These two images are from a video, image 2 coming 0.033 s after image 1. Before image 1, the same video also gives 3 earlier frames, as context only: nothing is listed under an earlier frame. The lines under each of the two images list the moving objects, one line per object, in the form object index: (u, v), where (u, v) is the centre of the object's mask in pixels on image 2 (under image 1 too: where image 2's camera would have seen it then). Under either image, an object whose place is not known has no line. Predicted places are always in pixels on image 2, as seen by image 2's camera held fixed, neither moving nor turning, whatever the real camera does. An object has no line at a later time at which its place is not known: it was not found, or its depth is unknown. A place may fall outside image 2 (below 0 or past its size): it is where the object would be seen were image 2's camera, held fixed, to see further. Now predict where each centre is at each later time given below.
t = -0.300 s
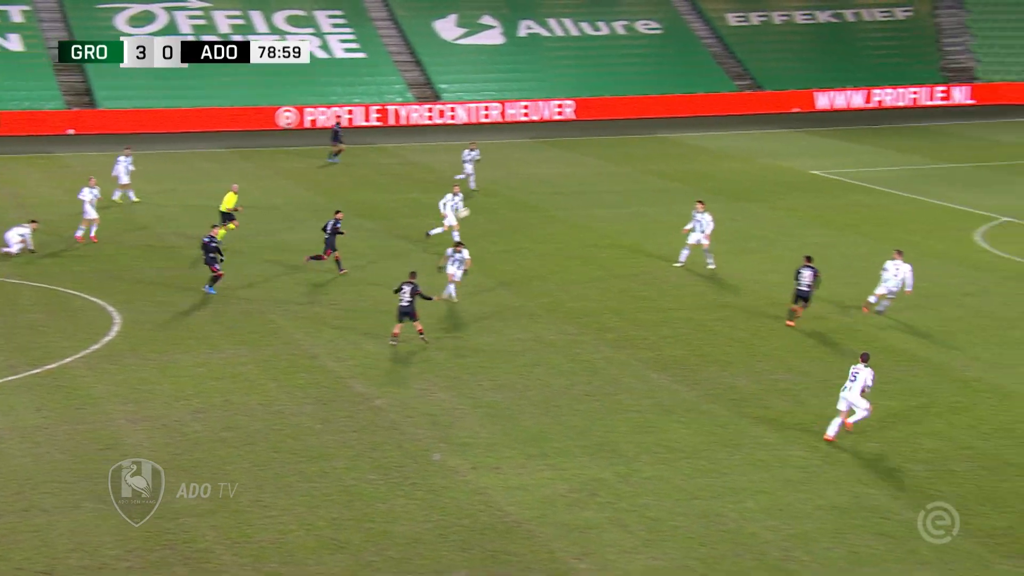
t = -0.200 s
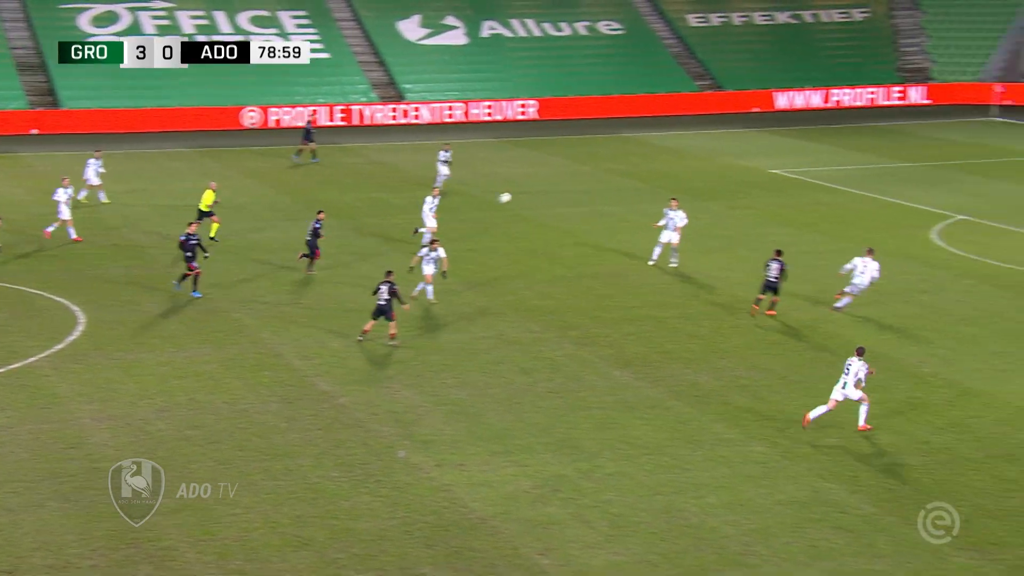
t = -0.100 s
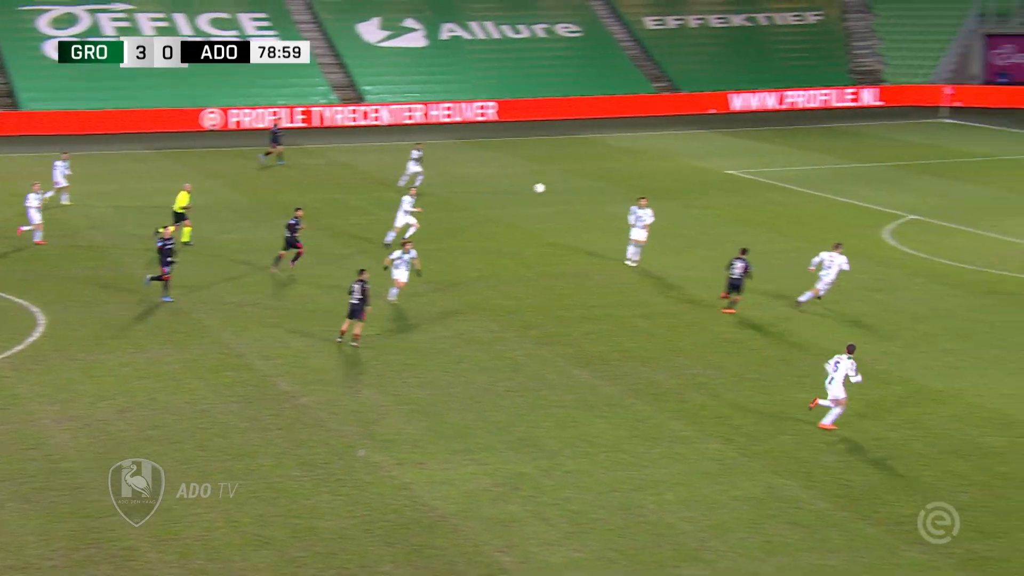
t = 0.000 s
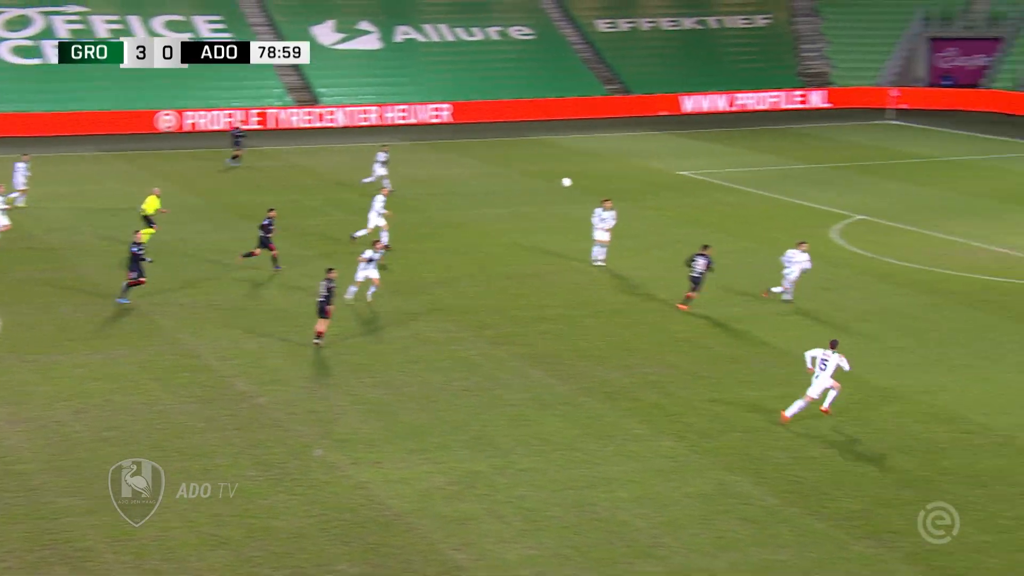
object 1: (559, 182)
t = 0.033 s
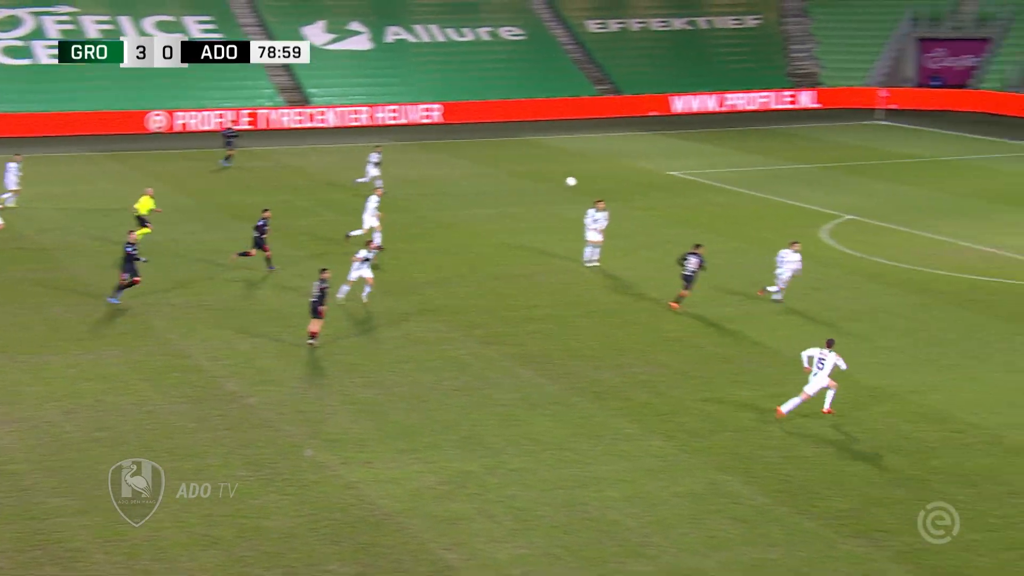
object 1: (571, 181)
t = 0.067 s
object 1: (596, 181)
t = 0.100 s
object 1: (619, 178)
